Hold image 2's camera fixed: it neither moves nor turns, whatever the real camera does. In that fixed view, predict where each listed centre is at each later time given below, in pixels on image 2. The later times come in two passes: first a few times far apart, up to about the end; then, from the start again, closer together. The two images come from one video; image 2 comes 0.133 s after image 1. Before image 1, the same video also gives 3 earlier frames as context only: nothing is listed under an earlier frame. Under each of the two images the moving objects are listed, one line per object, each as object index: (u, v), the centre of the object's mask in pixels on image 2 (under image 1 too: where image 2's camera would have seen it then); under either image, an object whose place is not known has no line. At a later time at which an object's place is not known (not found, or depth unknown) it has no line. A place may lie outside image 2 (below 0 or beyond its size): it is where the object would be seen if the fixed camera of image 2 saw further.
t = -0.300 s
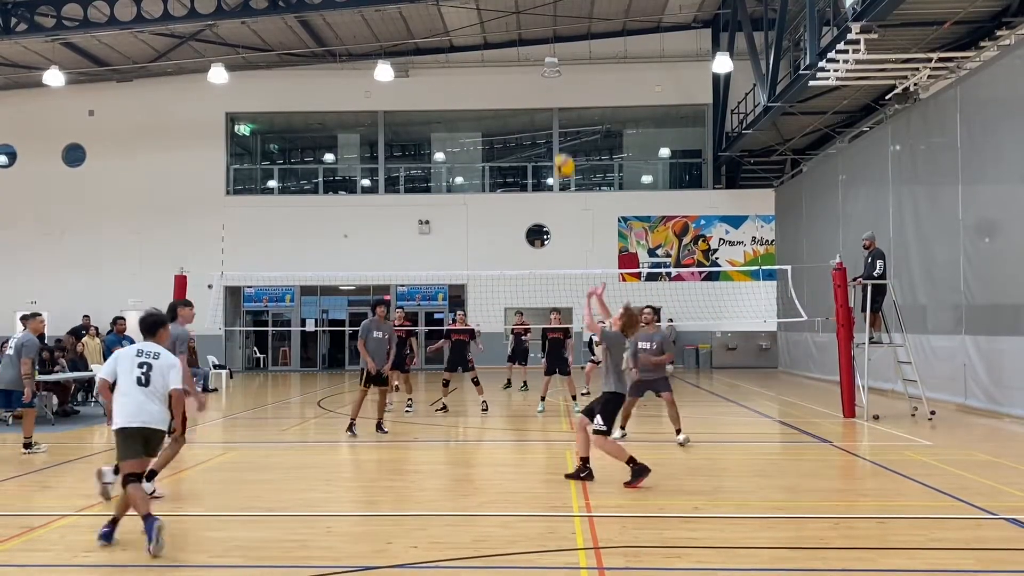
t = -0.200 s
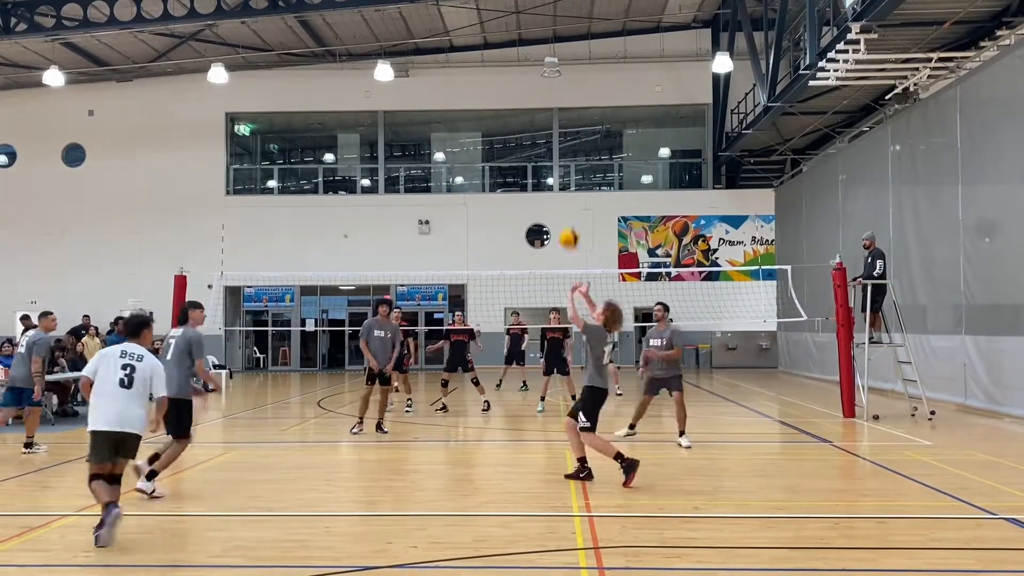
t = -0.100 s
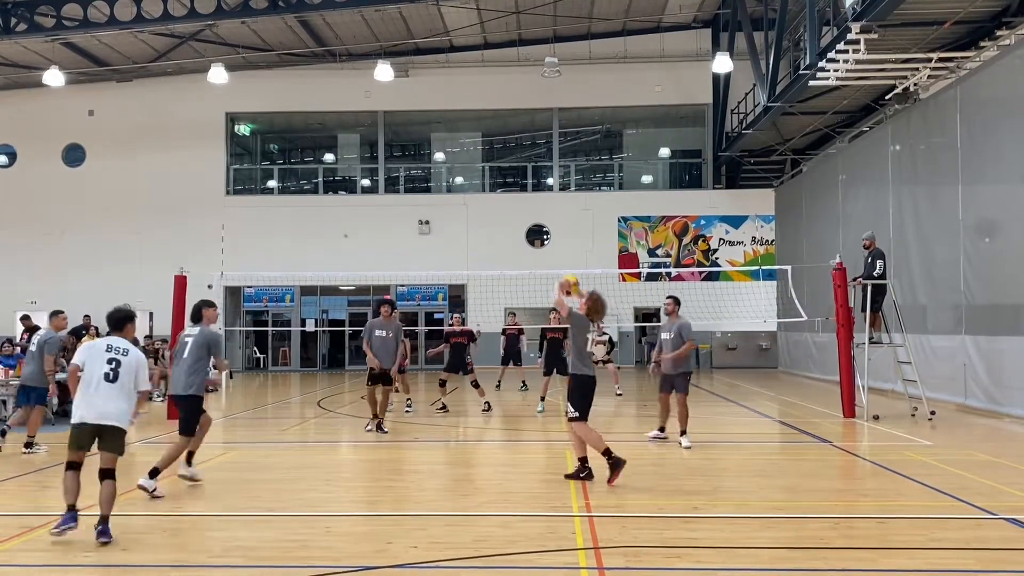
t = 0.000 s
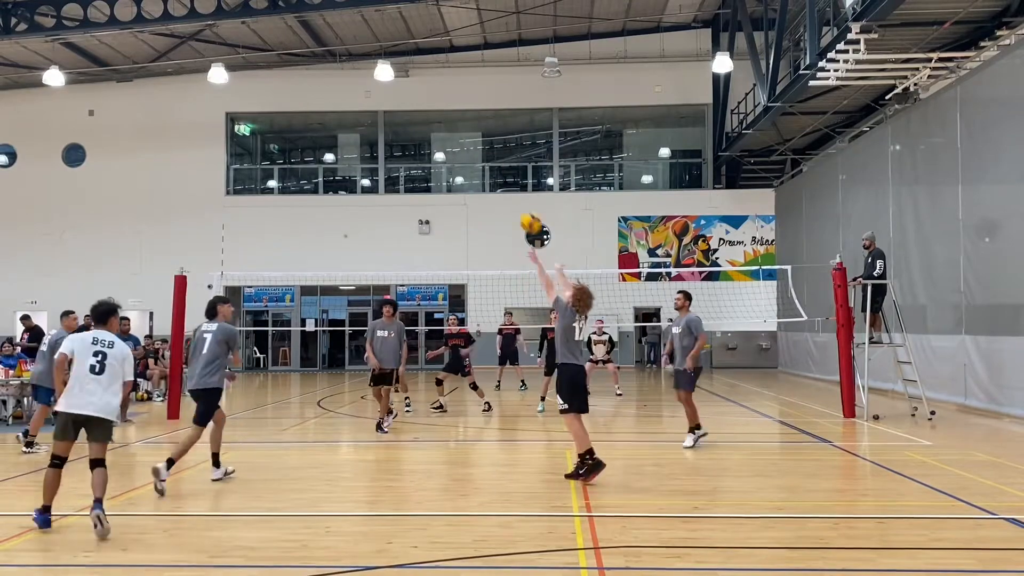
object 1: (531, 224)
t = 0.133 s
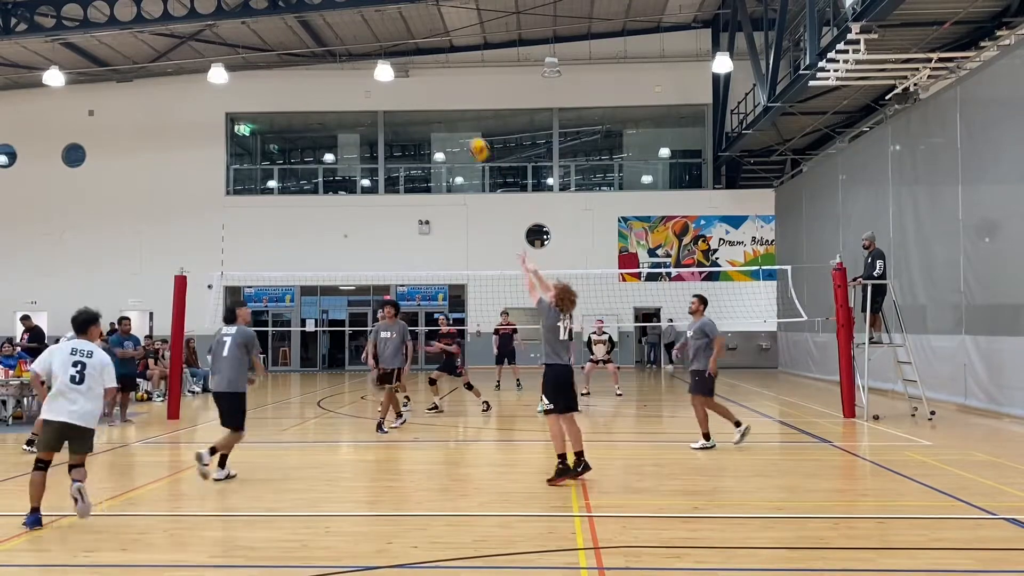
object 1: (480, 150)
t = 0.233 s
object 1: (447, 109)
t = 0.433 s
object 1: (388, 57)
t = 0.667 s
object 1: (331, 47)
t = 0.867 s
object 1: (288, 71)
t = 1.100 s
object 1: (244, 134)
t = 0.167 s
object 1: (468, 133)
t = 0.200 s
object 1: (457, 121)
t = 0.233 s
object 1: (447, 109)
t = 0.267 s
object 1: (436, 97)
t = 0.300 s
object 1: (426, 87)
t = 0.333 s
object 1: (416, 77)
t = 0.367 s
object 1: (407, 69)
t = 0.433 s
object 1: (388, 57)
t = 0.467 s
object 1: (379, 53)
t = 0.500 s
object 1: (371, 50)
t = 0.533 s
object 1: (363, 47)
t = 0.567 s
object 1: (354, 45)
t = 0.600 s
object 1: (346, 45)
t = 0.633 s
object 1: (338, 46)
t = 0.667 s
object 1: (331, 47)
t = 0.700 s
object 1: (323, 49)
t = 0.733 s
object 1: (316, 51)
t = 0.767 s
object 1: (308, 55)
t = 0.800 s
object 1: (302, 59)
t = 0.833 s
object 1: (295, 65)
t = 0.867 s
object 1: (288, 71)
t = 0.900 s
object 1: (282, 77)
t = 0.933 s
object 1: (275, 86)
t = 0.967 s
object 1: (268, 94)
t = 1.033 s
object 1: (256, 112)
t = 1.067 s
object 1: (249, 122)
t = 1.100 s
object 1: (244, 134)
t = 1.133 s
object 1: (238, 145)
